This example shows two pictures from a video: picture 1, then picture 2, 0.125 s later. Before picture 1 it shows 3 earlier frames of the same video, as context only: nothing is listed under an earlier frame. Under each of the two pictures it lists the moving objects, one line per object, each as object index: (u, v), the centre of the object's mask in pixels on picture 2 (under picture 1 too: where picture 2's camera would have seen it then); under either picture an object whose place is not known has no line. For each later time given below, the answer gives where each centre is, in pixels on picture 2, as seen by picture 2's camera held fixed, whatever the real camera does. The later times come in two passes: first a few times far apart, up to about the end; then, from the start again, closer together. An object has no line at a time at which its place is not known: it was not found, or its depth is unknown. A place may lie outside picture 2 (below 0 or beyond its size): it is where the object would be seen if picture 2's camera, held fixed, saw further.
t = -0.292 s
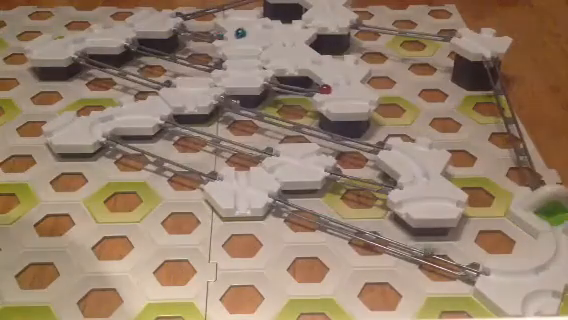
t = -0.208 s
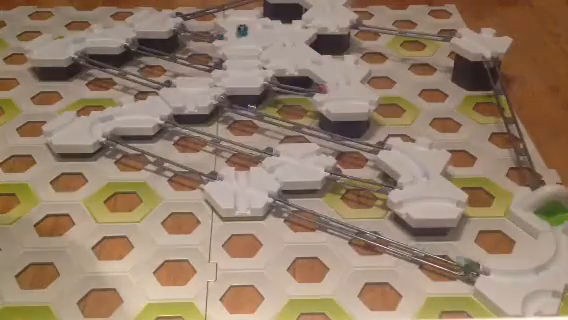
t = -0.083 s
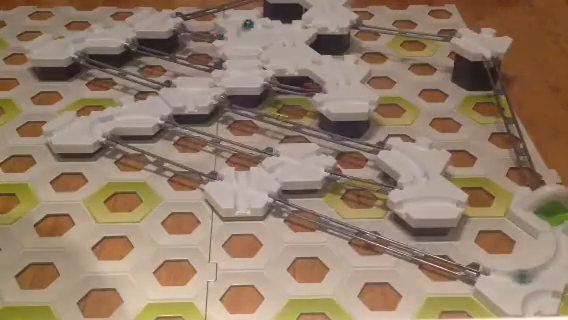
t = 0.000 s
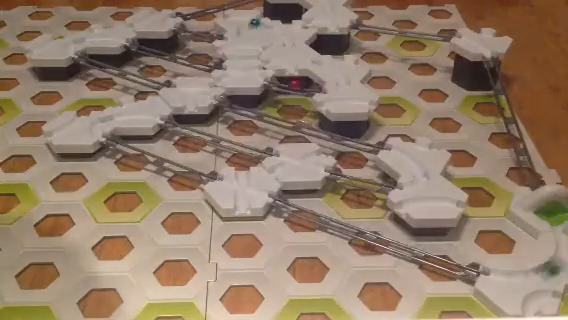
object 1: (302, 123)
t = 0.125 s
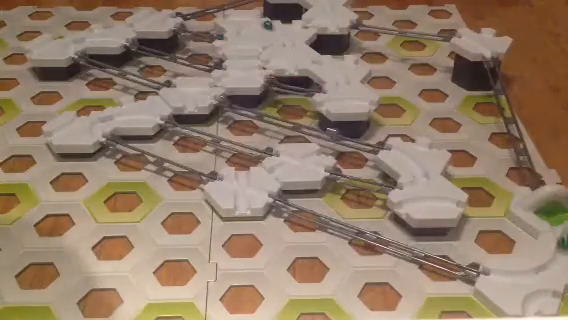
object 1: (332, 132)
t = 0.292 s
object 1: (372, 141)
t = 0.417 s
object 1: (398, 149)
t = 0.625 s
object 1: (421, 175)
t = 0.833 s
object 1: (396, 183)
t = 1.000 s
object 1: (362, 175)
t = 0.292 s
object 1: (372, 141)
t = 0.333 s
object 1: (381, 144)
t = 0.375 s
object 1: (389, 146)
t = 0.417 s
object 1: (398, 149)
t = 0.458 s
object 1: (407, 155)
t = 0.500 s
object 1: (413, 160)
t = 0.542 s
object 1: (417, 165)
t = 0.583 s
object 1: (420, 170)
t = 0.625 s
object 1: (421, 175)
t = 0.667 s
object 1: (419, 179)
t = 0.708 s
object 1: (415, 181)
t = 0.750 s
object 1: (409, 182)
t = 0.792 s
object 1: (403, 184)
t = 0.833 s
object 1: (396, 183)
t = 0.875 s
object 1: (388, 180)
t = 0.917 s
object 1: (381, 179)
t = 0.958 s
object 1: (373, 178)
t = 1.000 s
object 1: (362, 175)
